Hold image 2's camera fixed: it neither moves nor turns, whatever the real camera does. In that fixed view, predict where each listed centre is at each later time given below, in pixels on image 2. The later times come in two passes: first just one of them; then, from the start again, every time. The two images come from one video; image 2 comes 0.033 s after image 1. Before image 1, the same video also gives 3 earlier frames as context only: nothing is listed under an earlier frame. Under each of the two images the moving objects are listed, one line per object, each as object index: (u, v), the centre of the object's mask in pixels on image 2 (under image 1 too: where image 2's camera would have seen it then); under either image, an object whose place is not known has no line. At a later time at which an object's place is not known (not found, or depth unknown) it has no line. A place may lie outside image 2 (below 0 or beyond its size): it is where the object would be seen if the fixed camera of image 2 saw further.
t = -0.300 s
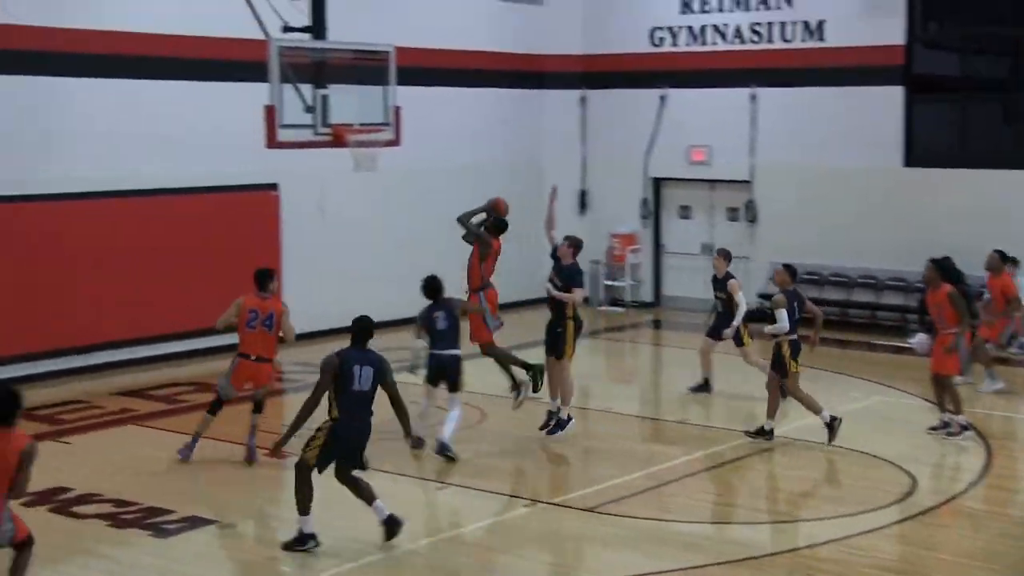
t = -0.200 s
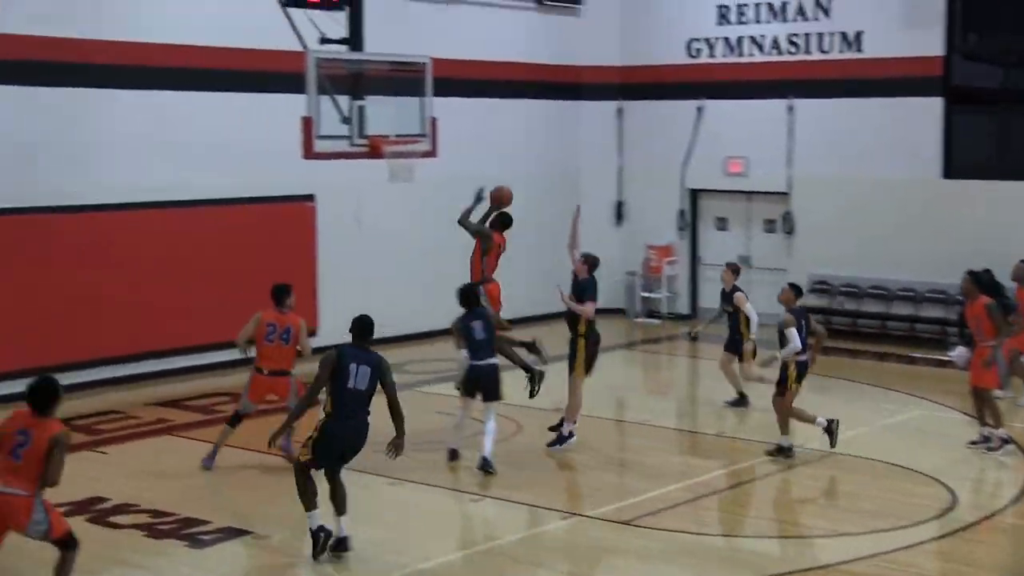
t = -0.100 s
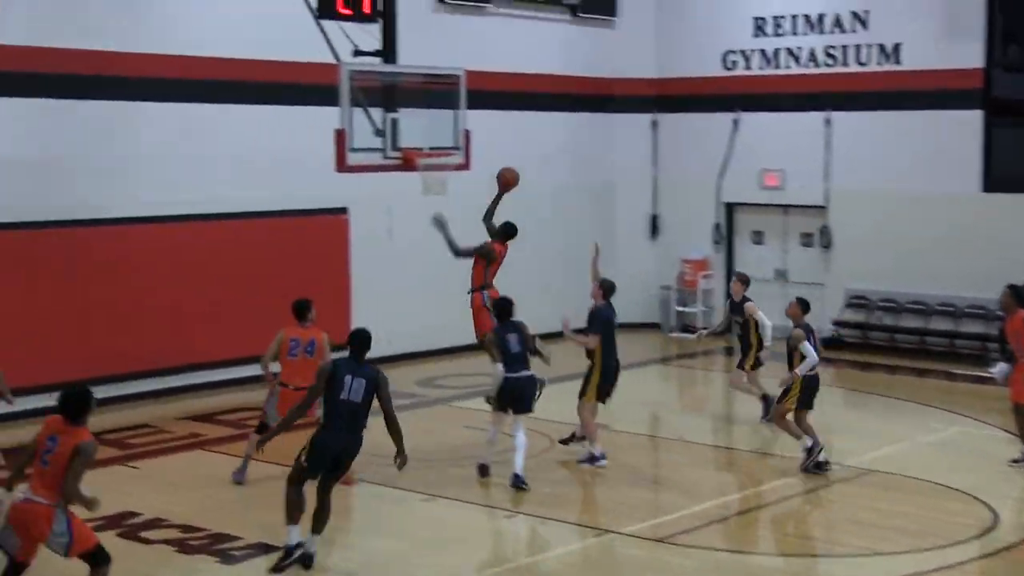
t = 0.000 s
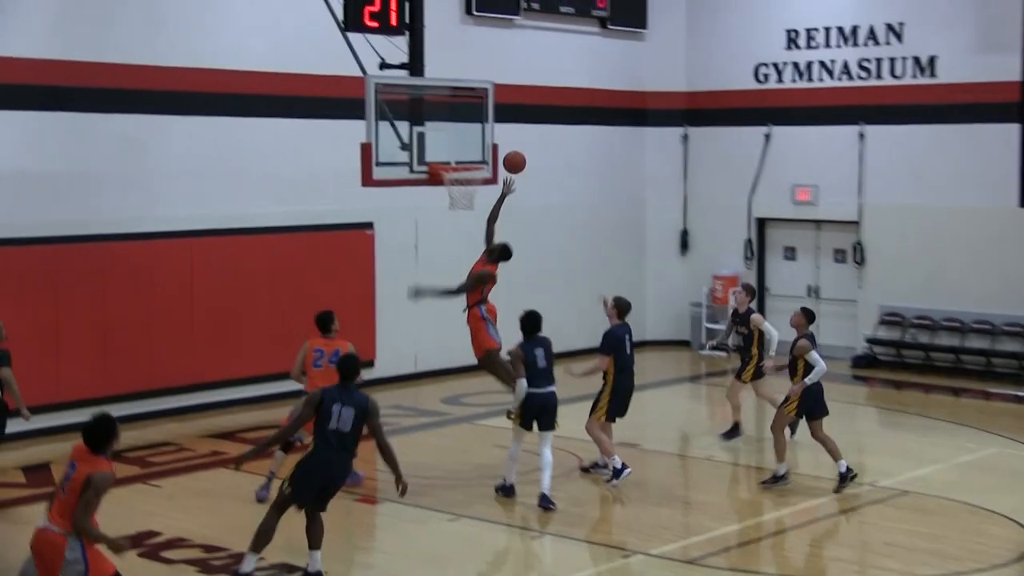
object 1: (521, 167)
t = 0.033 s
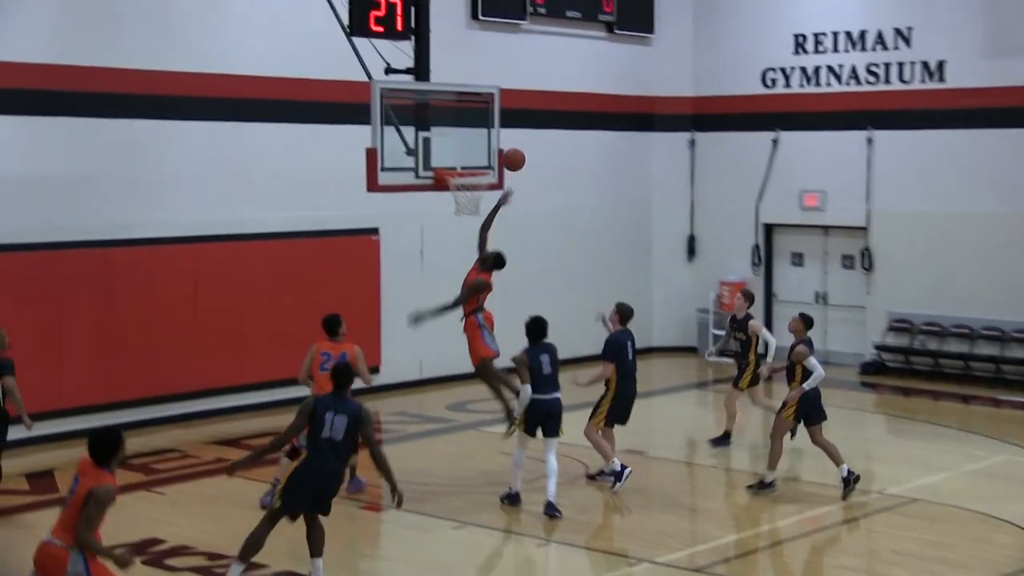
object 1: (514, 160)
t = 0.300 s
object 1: (460, 136)
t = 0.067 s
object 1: (507, 153)
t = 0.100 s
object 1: (500, 147)
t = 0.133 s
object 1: (493, 143)
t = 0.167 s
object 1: (486, 140)
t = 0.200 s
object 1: (480, 137)
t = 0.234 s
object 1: (473, 135)
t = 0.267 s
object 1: (466, 135)
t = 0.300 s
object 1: (460, 136)
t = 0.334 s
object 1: (453, 138)
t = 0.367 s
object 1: (449, 140)
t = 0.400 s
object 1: (453, 142)
